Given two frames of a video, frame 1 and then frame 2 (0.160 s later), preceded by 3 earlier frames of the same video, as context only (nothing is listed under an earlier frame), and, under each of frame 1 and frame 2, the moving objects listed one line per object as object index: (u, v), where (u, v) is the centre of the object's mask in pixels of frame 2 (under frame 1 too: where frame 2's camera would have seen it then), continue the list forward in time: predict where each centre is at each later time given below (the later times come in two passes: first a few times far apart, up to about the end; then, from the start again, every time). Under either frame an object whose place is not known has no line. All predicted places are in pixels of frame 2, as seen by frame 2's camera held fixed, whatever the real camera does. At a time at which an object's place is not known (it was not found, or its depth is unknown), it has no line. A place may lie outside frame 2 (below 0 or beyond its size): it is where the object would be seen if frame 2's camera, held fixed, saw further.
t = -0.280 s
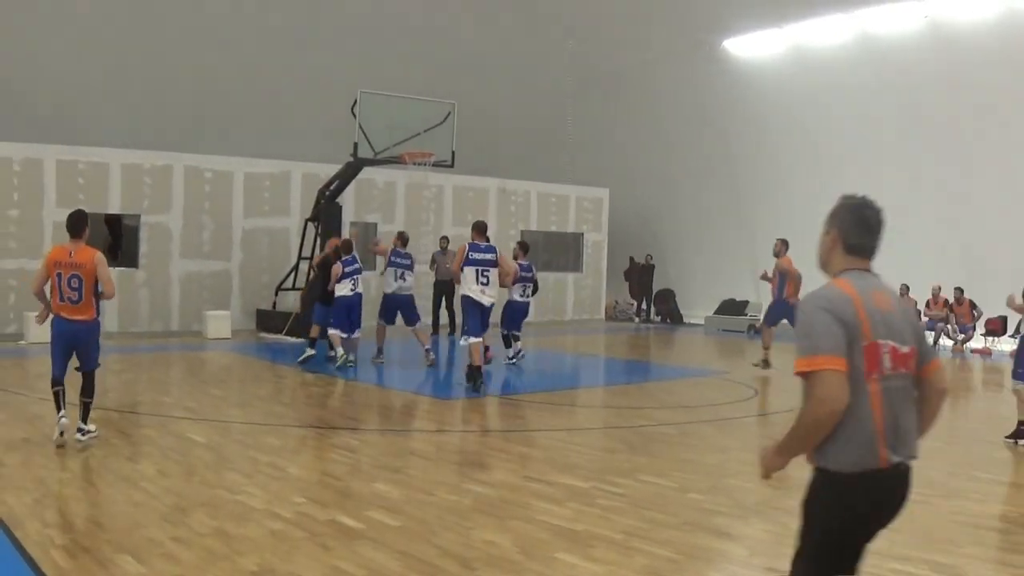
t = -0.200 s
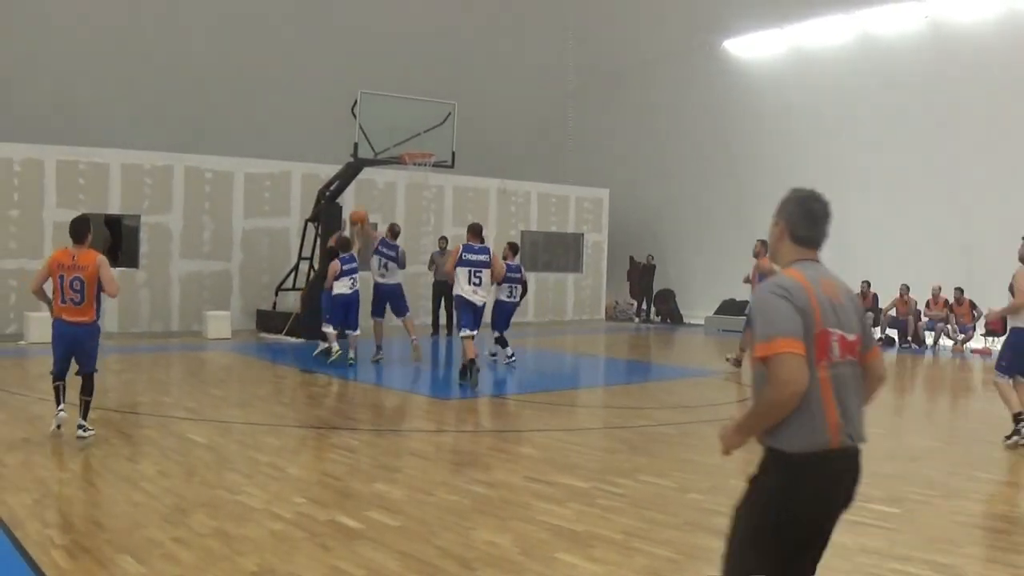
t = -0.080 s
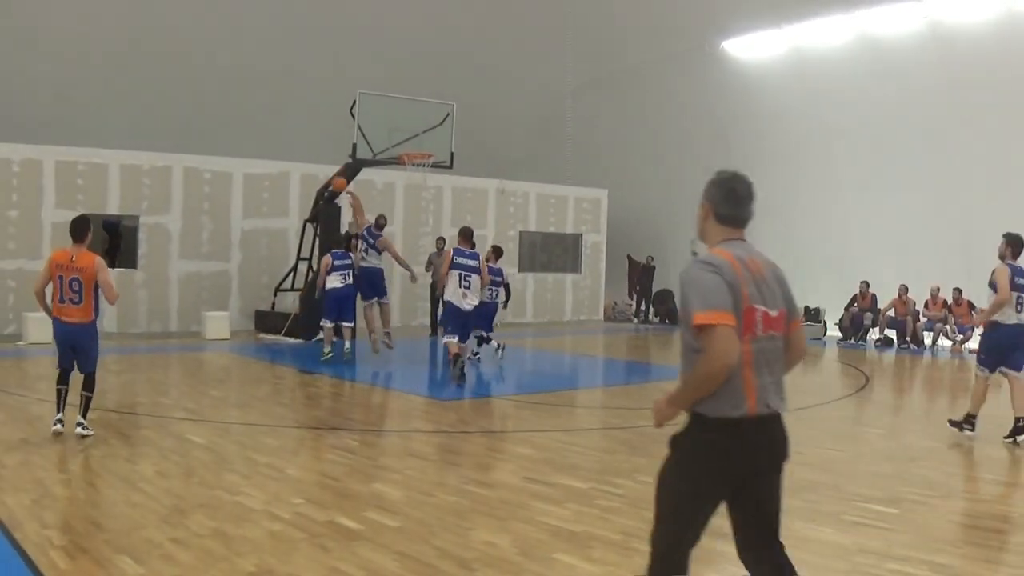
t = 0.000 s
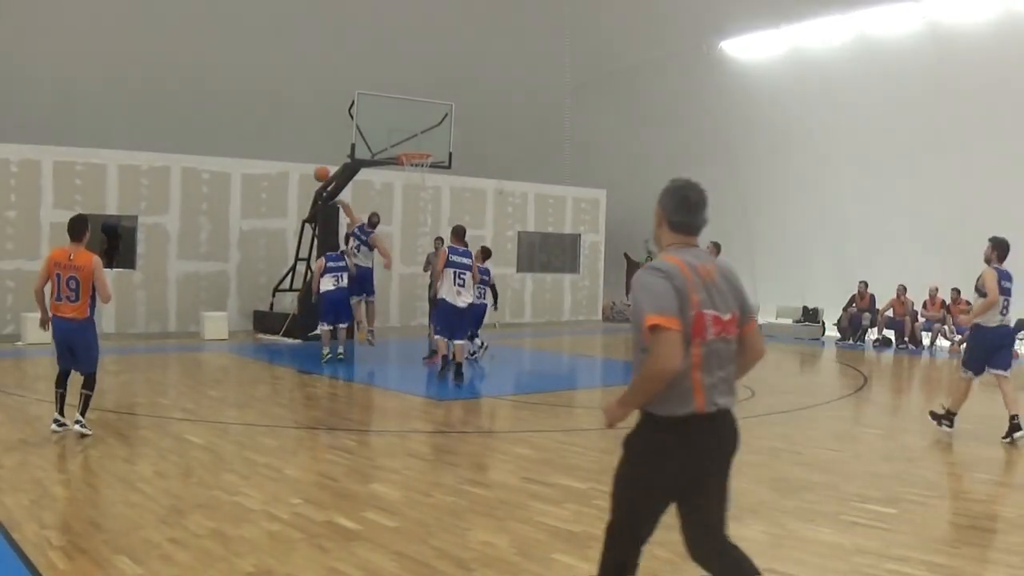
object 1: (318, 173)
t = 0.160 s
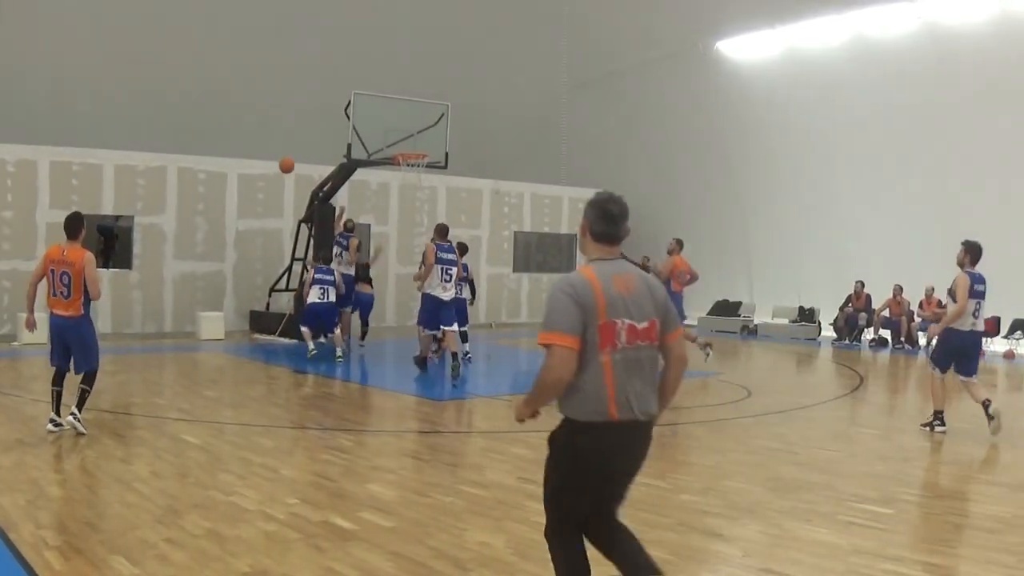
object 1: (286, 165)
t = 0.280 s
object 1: (263, 169)
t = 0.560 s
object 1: (211, 214)
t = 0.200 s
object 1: (279, 165)
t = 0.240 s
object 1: (271, 167)
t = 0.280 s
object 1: (263, 169)
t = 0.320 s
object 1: (256, 173)
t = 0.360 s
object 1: (248, 178)
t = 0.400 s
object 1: (241, 183)
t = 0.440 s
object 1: (233, 189)
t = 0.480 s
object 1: (226, 197)
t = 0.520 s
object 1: (219, 205)
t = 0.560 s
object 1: (211, 214)
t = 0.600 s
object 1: (204, 224)
